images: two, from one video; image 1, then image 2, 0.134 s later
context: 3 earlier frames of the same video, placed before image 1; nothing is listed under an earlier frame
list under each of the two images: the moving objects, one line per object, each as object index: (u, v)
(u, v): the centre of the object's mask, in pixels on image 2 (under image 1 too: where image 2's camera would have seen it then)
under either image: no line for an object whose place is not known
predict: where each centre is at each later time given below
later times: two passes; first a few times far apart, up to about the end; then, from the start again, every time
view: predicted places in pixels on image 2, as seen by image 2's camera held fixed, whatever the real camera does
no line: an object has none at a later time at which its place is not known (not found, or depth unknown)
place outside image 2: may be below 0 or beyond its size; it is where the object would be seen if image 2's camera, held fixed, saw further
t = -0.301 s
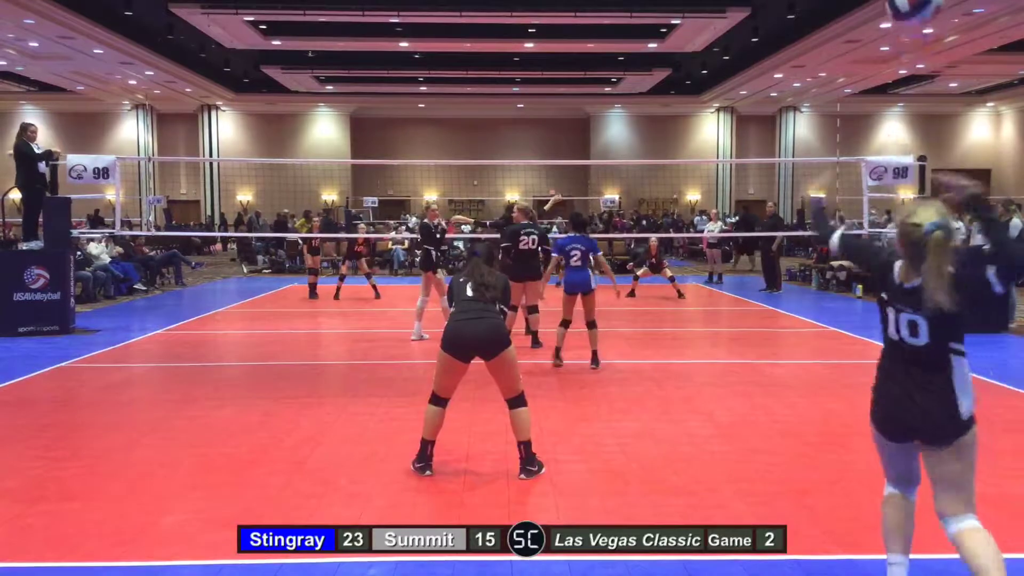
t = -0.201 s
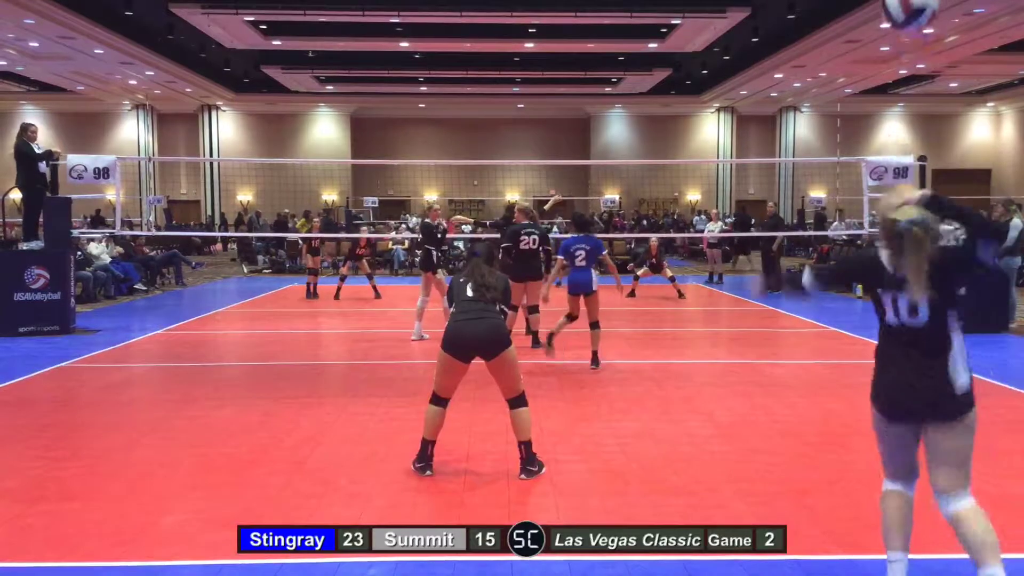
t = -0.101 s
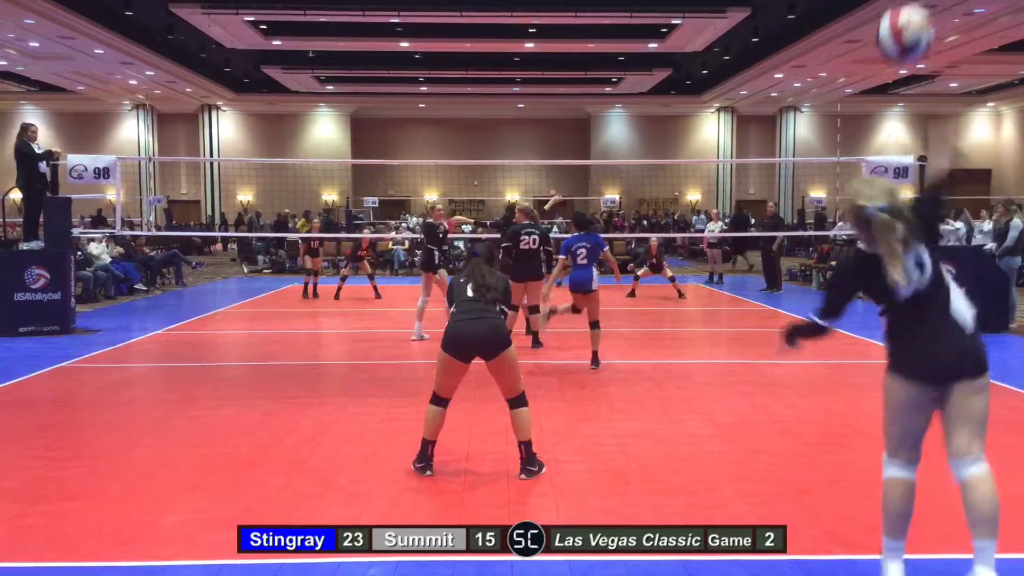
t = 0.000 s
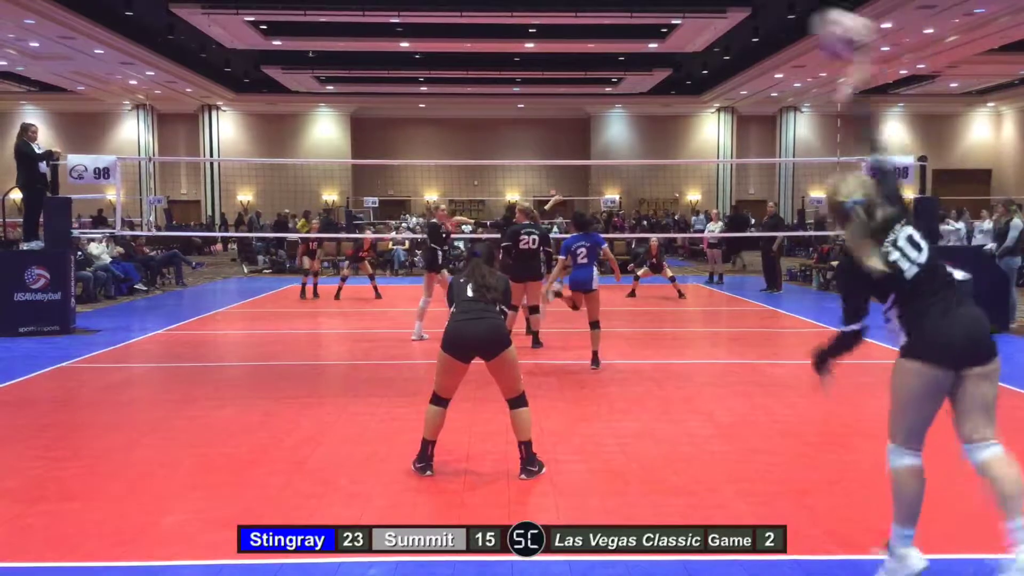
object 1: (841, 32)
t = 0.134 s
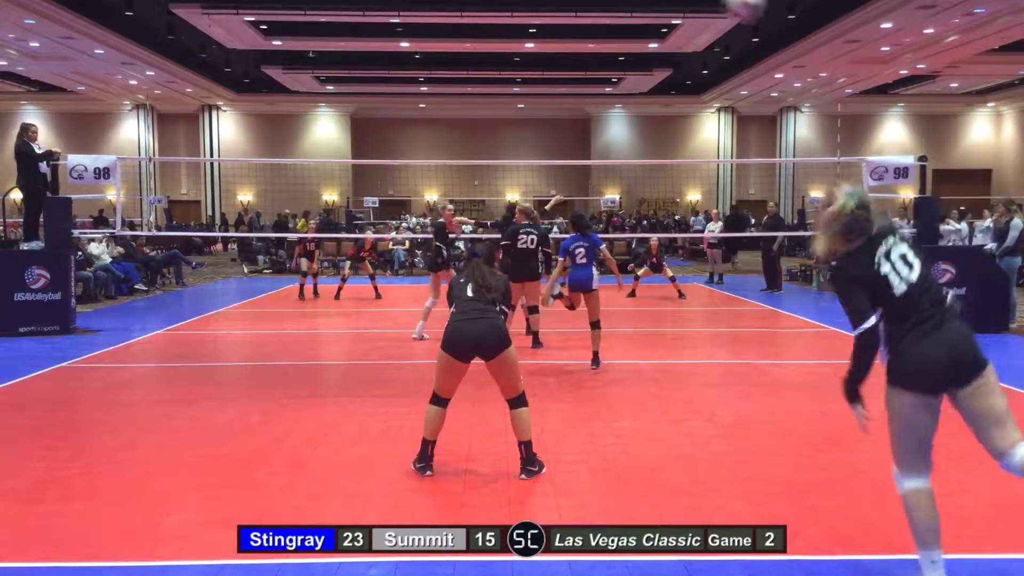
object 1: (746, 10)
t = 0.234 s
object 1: (695, 6)
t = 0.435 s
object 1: (636, 30)
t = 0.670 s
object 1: (594, 89)
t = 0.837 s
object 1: (574, 136)
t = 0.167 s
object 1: (725, 6)
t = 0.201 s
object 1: (710, 6)
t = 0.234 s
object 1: (695, 6)
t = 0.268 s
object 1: (682, 7)
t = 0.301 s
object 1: (671, 7)
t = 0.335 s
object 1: (661, 11)
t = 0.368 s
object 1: (652, 17)
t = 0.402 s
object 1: (644, 24)
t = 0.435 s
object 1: (636, 30)
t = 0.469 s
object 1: (629, 35)
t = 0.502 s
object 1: (623, 45)
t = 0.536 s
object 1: (615, 54)
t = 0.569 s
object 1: (610, 61)
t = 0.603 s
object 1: (605, 71)
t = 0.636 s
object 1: (599, 79)
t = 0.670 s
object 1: (594, 89)
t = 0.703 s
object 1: (589, 96)
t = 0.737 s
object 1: (585, 107)
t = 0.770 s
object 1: (581, 118)
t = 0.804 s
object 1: (577, 127)
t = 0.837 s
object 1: (574, 136)
